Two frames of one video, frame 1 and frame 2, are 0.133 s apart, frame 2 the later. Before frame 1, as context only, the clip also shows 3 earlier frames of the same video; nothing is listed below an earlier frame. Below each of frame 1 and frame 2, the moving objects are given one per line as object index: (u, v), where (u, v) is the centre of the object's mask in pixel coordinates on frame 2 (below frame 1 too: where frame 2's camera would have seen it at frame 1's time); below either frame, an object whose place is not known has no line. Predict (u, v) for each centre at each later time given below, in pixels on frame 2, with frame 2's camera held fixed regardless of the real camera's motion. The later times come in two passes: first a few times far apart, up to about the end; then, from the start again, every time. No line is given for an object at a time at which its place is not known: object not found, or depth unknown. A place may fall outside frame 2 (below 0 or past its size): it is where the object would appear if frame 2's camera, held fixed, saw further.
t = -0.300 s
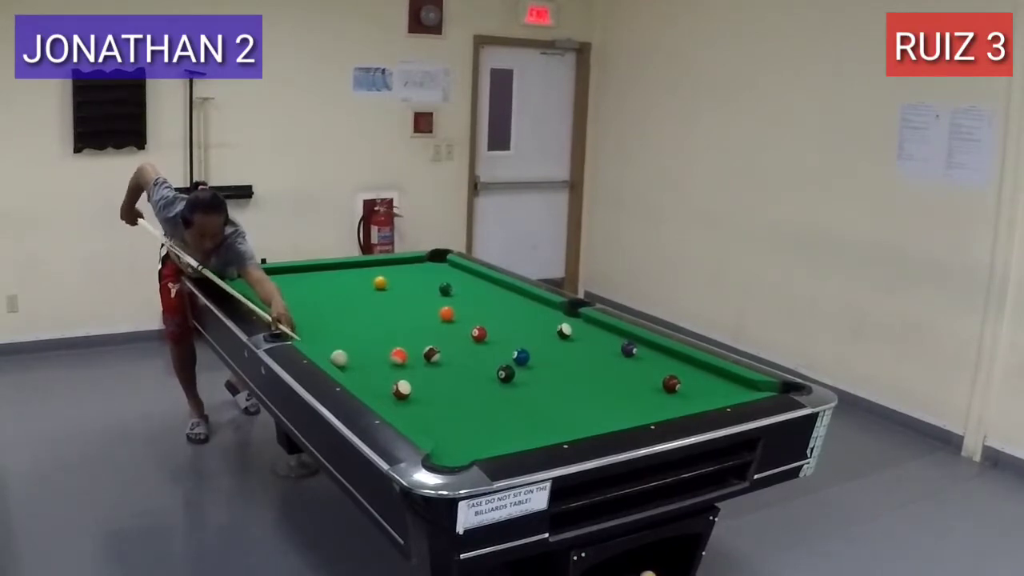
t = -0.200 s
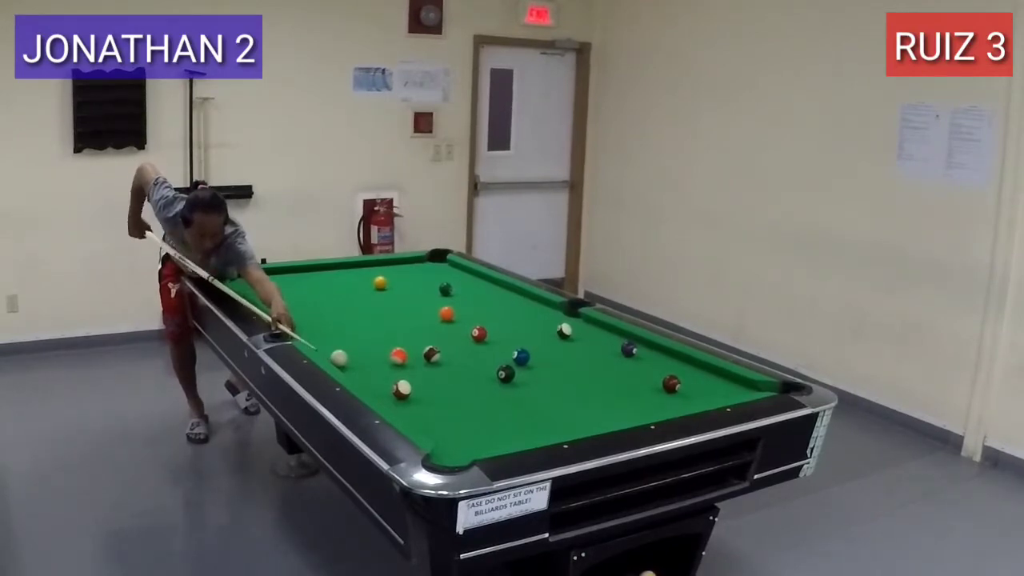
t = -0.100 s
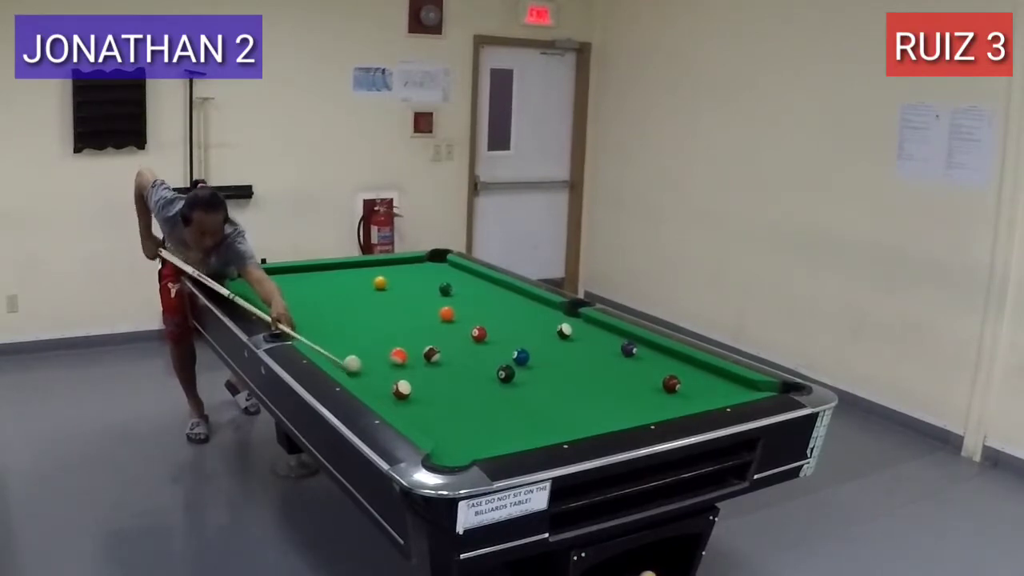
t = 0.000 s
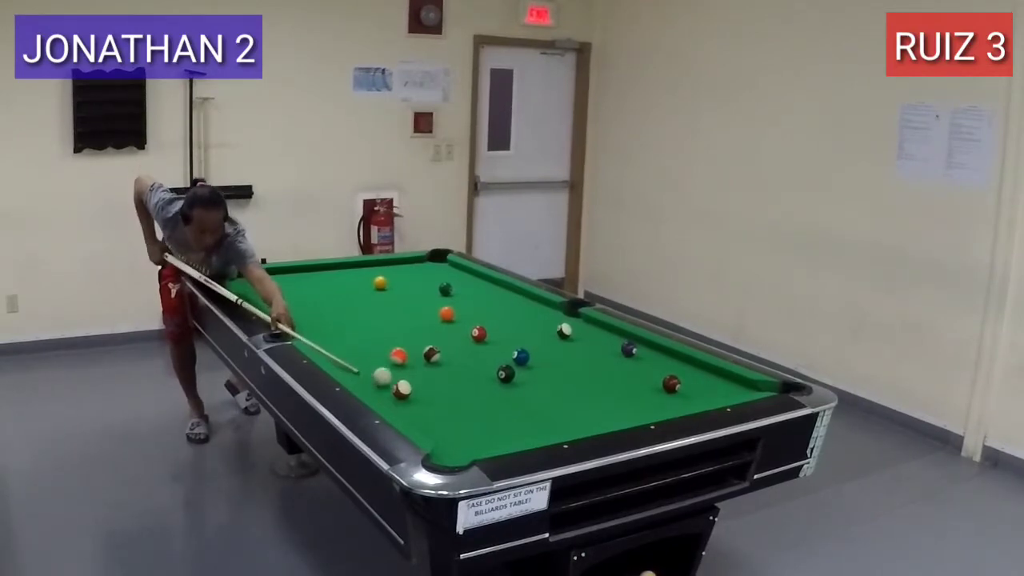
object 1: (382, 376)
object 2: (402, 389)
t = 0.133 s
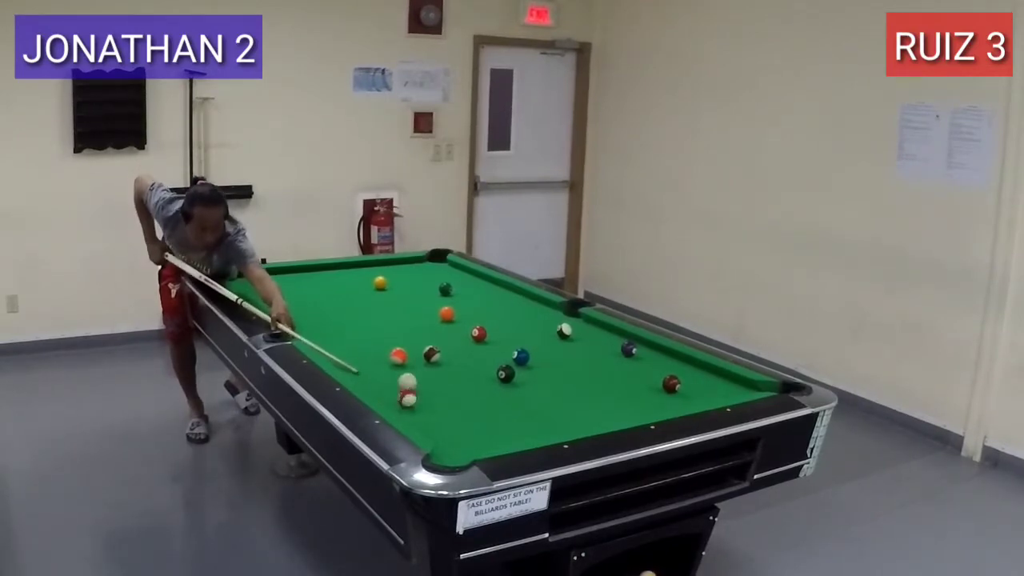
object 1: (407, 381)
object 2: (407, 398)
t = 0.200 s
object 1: (413, 381)
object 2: (412, 402)
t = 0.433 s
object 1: (434, 379)
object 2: (428, 424)
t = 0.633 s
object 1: (450, 377)
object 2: (443, 443)
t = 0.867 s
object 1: (466, 374)
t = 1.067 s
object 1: (479, 373)
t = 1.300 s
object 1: (488, 371)
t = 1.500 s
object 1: (489, 370)
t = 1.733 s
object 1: (490, 369)
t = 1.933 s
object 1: (490, 369)
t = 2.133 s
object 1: (490, 369)
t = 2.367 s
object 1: (491, 369)
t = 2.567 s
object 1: (491, 369)
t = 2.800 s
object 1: (491, 369)
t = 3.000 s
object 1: (491, 369)
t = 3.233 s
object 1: (491, 369)
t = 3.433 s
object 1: (491, 369)
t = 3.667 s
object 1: (491, 369)
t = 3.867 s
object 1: (491, 369)
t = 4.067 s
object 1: (491, 369)
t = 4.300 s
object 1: (491, 369)
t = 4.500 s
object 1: (491, 369)
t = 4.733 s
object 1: (491, 369)
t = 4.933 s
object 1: (491, 369)
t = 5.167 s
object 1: (491, 369)
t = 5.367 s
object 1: (491, 369)
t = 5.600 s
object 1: (491, 369)
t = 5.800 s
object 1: (491, 369)
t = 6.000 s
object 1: (491, 369)
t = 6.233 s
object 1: (491, 369)
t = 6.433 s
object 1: (491, 369)
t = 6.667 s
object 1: (491, 369)
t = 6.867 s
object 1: (491, 369)
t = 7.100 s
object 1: (491, 369)
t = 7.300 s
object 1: (491, 369)
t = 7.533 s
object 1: (491, 369)
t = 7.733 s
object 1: (491, 369)
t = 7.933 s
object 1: (491, 369)
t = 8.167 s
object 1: (491, 369)
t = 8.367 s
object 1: (491, 369)
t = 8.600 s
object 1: (491, 369)
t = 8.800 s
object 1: (491, 369)
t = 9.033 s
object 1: (491, 369)
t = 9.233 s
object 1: (491, 369)
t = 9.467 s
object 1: (491, 369)
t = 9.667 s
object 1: (491, 369)
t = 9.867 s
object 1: (491, 369)
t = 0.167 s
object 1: (410, 381)
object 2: (410, 400)
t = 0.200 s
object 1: (413, 381)
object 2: (412, 402)
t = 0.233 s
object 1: (416, 381)
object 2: (414, 406)
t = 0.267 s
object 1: (419, 380)
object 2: (417, 408)
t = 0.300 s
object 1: (423, 380)
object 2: (419, 411)
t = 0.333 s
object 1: (425, 380)
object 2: (421, 415)
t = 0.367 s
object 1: (429, 379)
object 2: (423, 418)
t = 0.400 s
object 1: (431, 379)
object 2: (425, 421)
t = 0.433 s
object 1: (434, 379)
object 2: (428, 424)
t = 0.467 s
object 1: (437, 378)
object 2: (430, 427)
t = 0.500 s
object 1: (440, 378)
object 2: (433, 430)
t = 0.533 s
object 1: (442, 378)
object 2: (436, 433)
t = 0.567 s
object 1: (445, 377)
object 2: (439, 436)
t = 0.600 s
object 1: (447, 377)
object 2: (441, 440)
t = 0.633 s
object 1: (450, 377)
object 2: (443, 443)
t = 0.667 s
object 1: (453, 376)
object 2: (445, 446)
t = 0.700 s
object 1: (455, 376)
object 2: (448, 450)
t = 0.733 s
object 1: (457, 376)
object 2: (452, 453)
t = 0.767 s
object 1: (460, 375)
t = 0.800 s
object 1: (462, 375)
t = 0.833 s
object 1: (464, 375)
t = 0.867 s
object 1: (466, 374)
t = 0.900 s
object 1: (469, 374)
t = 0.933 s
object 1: (471, 374)
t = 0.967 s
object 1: (473, 374)
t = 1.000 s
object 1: (475, 373)
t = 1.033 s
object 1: (477, 373)
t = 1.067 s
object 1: (479, 373)
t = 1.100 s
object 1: (480, 373)
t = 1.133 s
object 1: (482, 372)
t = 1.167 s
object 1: (484, 372)
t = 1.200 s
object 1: (486, 372)
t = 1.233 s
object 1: (487, 372)
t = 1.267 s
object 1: (487, 372)
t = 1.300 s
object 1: (488, 371)
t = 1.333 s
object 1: (488, 371)
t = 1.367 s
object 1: (488, 371)
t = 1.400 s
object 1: (489, 371)
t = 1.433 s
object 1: (489, 370)
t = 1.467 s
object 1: (489, 370)
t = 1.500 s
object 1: (489, 370)
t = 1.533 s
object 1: (489, 370)
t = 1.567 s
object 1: (489, 370)
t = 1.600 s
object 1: (490, 370)
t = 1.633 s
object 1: (490, 369)
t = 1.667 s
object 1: (490, 369)
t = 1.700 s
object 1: (490, 369)
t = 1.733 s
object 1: (490, 369)
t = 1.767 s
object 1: (490, 369)
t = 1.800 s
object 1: (491, 369)
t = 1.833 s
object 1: (491, 369)
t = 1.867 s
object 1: (491, 369)
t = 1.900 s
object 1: (491, 369)
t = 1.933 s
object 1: (490, 369)
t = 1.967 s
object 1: (491, 369)
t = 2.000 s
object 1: (491, 369)
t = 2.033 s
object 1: (491, 369)
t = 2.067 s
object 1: (490, 369)
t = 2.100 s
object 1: (491, 369)
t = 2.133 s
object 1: (490, 369)
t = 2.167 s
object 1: (490, 369)
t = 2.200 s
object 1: (490, 369)
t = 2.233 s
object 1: (491, 369)
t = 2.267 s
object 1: (491, 369)
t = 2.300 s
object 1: (491, 369)
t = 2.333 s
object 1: (491, 369)
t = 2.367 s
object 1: (491, 369)
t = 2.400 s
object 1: (491, 369)
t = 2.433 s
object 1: (491, 369)
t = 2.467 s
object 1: (491, 369)
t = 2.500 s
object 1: (491, 369)
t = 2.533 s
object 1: (491, 369)
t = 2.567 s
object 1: (491, 369)
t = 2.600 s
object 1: (491, 369)
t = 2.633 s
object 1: (491, 369)
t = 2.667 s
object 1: (491, 369)
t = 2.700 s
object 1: (491, 369)
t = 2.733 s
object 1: (491, 369)
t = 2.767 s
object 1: (491, 369)
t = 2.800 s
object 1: (491, 369)
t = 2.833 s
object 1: (491, 369)
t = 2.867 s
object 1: (491, 369)
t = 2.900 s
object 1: (491, 369)
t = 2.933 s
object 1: (491, 369)
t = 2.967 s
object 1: (491, 369)
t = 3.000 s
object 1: (491, 369)
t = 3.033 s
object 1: (491, 369)
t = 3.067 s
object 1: (491, 369)
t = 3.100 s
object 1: (491, 369)
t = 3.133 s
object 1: (491, 369)
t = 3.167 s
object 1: (491, 369)
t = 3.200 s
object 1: (491, 369)
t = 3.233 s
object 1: (491, 369)
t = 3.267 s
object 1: (491, 369)
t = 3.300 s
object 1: (491, 369)
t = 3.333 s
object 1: (491, 369)
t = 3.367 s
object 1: (491, 369)
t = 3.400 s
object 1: (491, 369)
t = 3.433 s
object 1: (491, 369)
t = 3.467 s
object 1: (491, 369)
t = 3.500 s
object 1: (491, 369)
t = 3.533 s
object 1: (491, 369)
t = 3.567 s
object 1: (491, 369)
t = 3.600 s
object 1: (491, 369)
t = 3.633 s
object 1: (491, 369)
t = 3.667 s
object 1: (491, 369)
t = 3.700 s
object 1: (491, 369)
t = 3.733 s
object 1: (491, 369)
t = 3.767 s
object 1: (491, 369)
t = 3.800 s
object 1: (491, 369)
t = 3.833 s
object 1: (491, 369)
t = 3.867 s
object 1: (491, 369)
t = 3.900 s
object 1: (491, 369)
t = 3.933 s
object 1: (491, 369)
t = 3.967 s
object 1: (491, 369)
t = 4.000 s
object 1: (491, 369)
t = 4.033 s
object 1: (491, 369)
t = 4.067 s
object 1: (491, 369)
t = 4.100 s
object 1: (491, 369)
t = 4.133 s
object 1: (491, 369)
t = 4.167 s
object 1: (491, 369)
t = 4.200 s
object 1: (491, 369)
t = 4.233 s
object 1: (491, 369)
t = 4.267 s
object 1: (491, 369)
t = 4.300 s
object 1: (491, 369)
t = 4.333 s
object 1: (491, 369)
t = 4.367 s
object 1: (491, 369)
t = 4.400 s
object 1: (491, 369)
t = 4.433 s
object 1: (491, 369)
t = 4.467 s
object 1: (491, 369)
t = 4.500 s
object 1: (491, 369)
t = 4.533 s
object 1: (491, 369)
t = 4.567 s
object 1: (491, 369)
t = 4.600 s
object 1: (491, 369)
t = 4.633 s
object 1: (491, 369)
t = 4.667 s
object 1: (491, 369)
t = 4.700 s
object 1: (491, 369)
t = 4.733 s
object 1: (491, 369)
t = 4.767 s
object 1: (491, 369)
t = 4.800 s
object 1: (491, 369)
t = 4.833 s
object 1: (491, 369)
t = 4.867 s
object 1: (491, 369)
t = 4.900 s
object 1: (491, 369)
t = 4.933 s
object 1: (491, 369)
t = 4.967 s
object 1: (491, 369)
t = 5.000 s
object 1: (491, 369)
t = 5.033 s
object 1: (491, 369)
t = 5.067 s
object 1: (491, 369)
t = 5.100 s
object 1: (491, 369)
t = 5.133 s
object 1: (491, 369)
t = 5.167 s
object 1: (491, 369)
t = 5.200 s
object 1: (491, 369)
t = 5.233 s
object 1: (491, 369)
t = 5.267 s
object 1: (491, 369)
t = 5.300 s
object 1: (491, 369)
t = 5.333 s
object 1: (491, 369)
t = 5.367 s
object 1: (491, 369)
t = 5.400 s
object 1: (491, 369)
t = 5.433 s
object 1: (491, 369)
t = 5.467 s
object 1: (491, 369)
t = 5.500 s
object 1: (491, 369)
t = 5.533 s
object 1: (491, 369)
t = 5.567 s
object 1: (491, 369)
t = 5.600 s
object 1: (491, 369)
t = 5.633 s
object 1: (491, 369)
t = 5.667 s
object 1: (491, 369)
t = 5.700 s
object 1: (491, 369)
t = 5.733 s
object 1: (491, 369)
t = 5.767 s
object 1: (491, 369)
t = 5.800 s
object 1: (491, 369)
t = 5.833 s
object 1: (491, 369)
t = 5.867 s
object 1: (491, 369)
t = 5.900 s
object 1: (491, 369)
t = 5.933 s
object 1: (491, 369)
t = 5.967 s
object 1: (491, 369)
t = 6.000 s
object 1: (491, 369)
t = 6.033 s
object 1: (491, 369)
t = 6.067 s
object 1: (491, 369)
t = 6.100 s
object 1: (491, 369)
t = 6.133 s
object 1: (491, 369)
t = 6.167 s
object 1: (491, 369)
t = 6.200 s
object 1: (491, 369)
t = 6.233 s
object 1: (491, 369)
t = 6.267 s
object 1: (491, 369)
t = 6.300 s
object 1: (491, 369)
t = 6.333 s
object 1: (491, 369)
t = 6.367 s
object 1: (491, 369)
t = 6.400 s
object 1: (491, 369)
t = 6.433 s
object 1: (491, 369)
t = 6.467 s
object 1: (491, 369)
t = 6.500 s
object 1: (491, 369)
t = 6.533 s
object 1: (491, 369)
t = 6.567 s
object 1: (491, 369)
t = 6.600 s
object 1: (491, 369)
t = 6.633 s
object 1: (491, 369)
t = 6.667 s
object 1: (491, 369)
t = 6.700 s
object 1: (491, 369)
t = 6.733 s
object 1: (491, 369)
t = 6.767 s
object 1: (491, 369)
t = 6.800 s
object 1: (491, 369)
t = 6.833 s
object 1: (491, 369)
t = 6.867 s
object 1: (491, 369)
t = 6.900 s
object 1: (491, 369)
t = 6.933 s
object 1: (491, 369)
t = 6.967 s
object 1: (491, 369)
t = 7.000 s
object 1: (491, 369)
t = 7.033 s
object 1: (491, 369)
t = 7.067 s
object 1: (491, 369)
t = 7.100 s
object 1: (491, 369)
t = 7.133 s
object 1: (491, 369)
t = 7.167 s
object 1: (491, 369)
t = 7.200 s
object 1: (491, 369)
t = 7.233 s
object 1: (491, 369)
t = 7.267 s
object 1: (491, 369)
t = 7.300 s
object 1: (491, 369)
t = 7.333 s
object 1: (491, 369)
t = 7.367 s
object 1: (491, 369)
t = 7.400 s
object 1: (491, 369)
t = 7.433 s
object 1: (491, 369)
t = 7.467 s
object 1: (491, 369)
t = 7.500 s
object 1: (491, 369)
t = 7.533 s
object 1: (491, 369)
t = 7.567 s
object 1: (491, 369)
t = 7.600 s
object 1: (491, 369)
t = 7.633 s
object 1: (491, 369)
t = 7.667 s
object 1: (491, 369)
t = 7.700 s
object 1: (491, 369)
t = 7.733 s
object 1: (491, 369)
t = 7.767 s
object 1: (491, 369)
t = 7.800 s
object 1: (491, 369)
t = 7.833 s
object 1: (491, 369)
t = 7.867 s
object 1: (491, 369)
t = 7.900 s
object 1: (491, 369)
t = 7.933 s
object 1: (491, 369)
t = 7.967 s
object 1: (491, 369)
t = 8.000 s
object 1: (491, 369)
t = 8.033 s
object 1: (491, 369)
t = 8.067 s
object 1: (491, 369)
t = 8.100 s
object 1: (491, 369)
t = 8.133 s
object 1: (491, 369)
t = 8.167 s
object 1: (491, 369)
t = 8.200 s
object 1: (491, 369)
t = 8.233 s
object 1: (491, 369)
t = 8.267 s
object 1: (491, 369)
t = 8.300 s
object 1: (491, 369)
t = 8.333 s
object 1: (491, 369)
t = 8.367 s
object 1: (491, 369)
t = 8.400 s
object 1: (491, 369)
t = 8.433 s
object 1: (491, 369)
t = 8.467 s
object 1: (491, 369)
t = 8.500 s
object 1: (491, 369)
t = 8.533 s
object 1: (491, 369)
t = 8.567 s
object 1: (491, 369)
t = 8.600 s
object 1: (491, 369)
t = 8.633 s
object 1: (491, 369)
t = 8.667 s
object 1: (491, 369)
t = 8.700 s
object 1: (491, 369)
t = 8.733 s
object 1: (491, 369)
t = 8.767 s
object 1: (491, 369)
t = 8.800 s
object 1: (491, 369)
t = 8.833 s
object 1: (491, 369)
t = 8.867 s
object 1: (491, 369)
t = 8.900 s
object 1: (491, 369)
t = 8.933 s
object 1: (491, 369)
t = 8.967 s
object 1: (491, 369)
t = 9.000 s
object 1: (491, 369)
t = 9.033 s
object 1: (491, 369)
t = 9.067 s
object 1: (491, 369)
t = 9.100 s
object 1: (491, 369)
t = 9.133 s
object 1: (491, 369)
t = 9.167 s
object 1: (491, 369)
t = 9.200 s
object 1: (491, 369)
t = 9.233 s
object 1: (491, 369)
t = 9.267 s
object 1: (491, 369)
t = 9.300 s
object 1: (491, 369)
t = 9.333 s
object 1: (491, 369)
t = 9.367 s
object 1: (491, 369)
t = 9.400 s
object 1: (491, 369)
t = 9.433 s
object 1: (491, 369)
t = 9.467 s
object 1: (491, 369)
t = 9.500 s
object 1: (491, 369)
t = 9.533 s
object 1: (491, 369)
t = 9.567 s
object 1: (491, 369)
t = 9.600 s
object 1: (491, 369)
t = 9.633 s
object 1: (491, 369)
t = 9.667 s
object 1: (491, 369)
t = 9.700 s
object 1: (491, 369)
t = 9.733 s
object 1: (491, 369)
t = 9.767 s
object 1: (491, 369)
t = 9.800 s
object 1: (491, 369)
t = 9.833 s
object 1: (491, 369)
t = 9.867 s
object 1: (491, 369)
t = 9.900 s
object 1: (491, 369)
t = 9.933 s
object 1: (491, 369)
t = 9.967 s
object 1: (491, 369)
